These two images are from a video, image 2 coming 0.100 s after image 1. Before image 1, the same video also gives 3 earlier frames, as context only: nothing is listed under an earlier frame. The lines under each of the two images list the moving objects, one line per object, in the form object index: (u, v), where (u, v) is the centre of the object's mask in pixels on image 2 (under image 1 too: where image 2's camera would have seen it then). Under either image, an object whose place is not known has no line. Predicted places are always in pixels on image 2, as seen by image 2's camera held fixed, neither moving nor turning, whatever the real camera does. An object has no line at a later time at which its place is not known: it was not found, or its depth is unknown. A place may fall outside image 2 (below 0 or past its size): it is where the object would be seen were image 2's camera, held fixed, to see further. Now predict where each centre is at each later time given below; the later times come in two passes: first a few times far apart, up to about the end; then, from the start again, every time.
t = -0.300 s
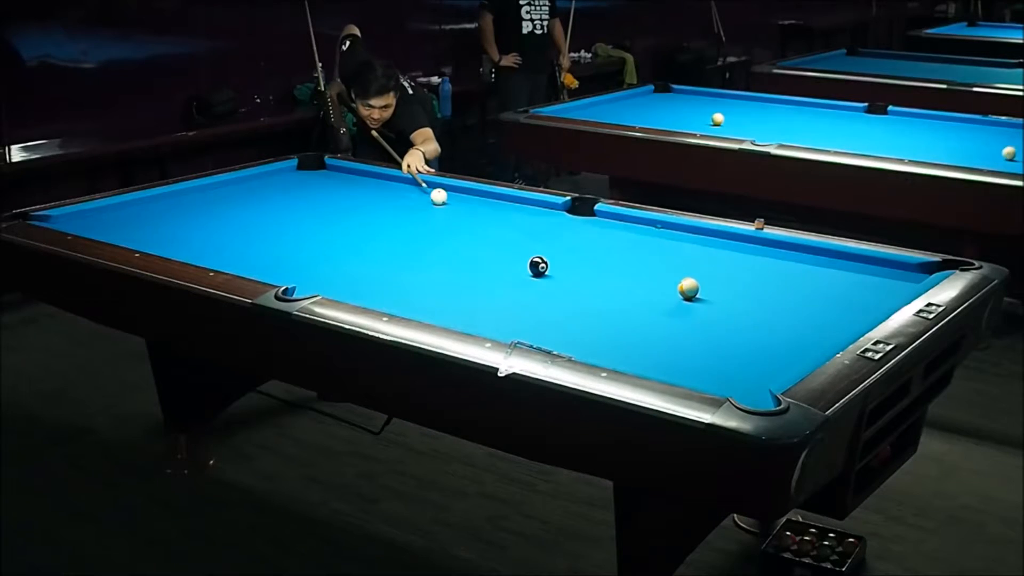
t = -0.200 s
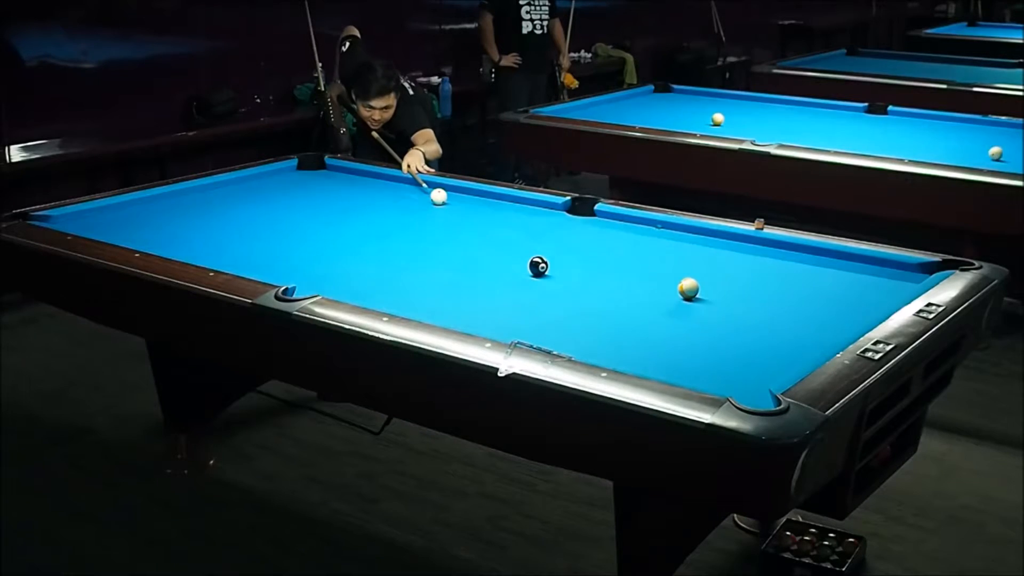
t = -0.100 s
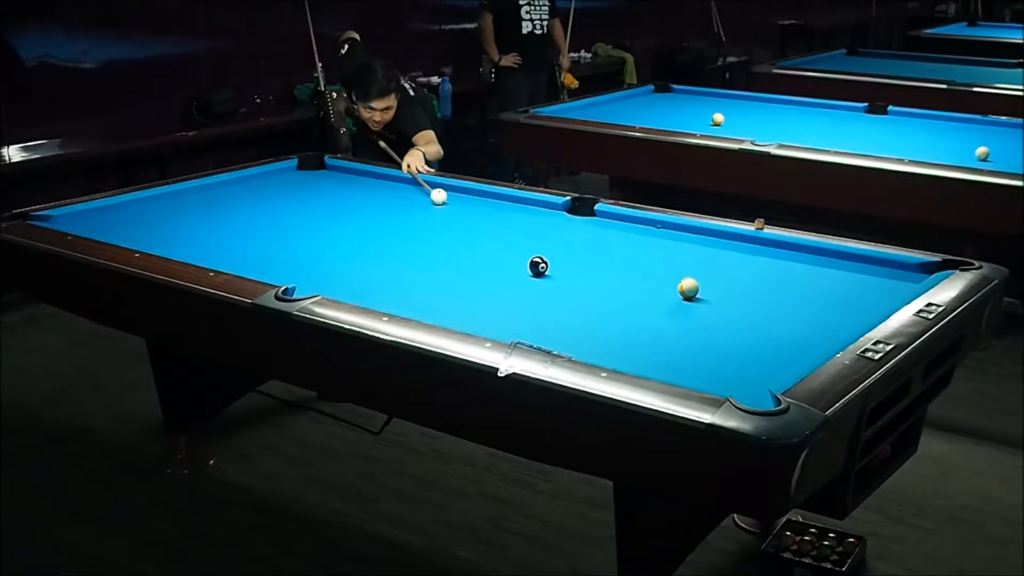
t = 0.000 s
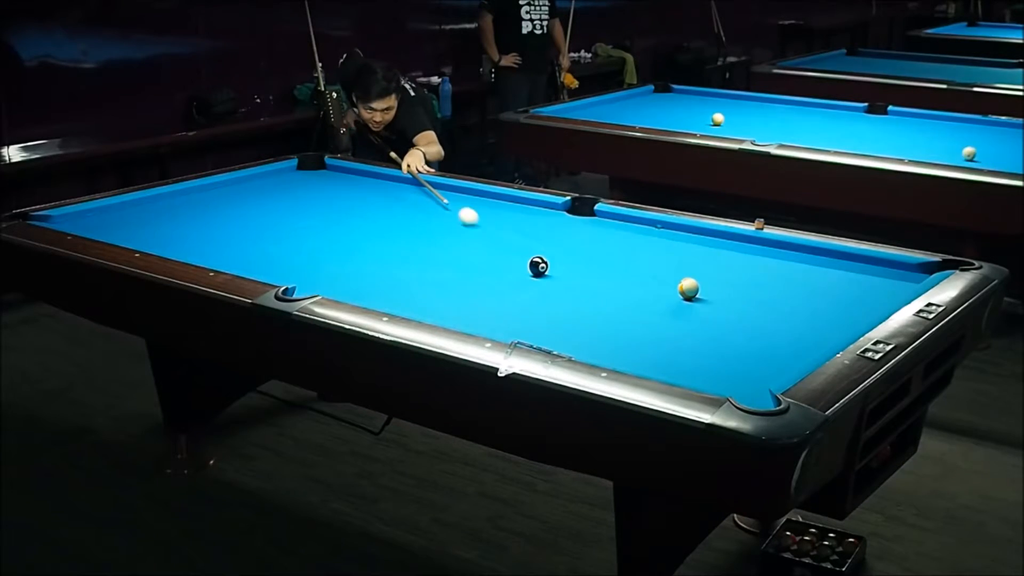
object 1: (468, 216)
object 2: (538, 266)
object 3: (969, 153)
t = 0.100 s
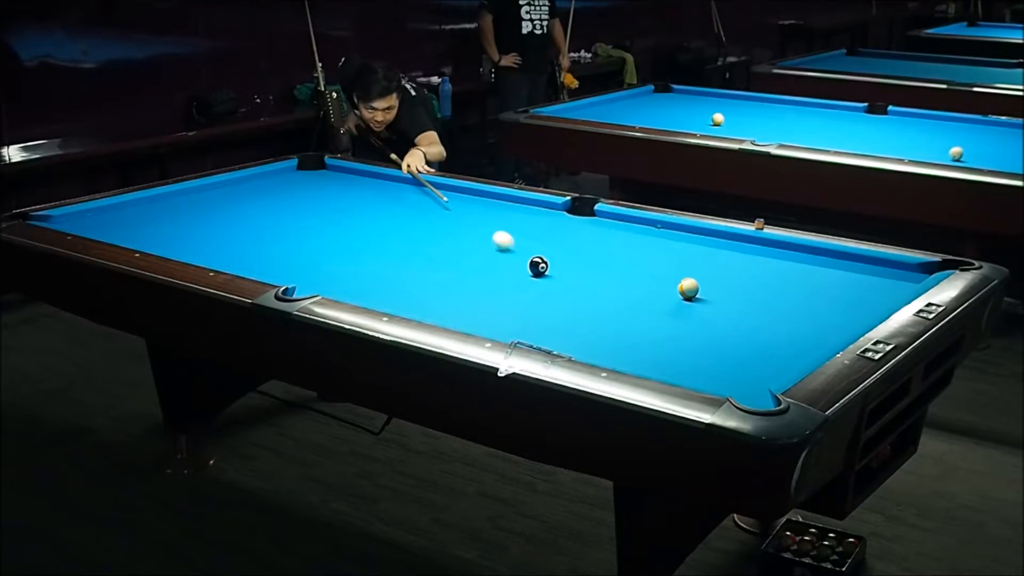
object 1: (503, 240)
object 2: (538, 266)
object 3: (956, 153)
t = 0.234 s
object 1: (529, 262)
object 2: (564, 283)
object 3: (939, 153)
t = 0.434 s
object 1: (528, 266)
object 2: (654, 339)
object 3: (914, 153)
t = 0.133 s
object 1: (515, 249)
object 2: (538, 266)
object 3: (952, 153)
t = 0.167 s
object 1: (525, 257)
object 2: (538, 266)
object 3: (947, 153)
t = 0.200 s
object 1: (529, 261)
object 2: (550, 273)
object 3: (943, 153)
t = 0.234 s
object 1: (529, 262)
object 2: (564, 283)
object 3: (939, 153)
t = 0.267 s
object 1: (529, 263)
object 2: (578, 292)
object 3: (935, 153)
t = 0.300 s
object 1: (529, 263)
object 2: (593, 301)
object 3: (930, 153)
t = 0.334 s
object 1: (529, 264)
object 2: (608, 310)
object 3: (927, 153)
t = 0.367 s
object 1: (529, 264)
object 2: (623, 319)
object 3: (922, 153)
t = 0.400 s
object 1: (528, 265)
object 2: (638, 329)
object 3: (918, 153)
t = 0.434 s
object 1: (528, 266)
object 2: (654, 339)
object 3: (914, 153)
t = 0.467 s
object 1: (528, 266)
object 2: (669, 349)
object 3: (910, 153)
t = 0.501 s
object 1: (528, 267)
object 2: (685, 359)
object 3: (906, 152)
